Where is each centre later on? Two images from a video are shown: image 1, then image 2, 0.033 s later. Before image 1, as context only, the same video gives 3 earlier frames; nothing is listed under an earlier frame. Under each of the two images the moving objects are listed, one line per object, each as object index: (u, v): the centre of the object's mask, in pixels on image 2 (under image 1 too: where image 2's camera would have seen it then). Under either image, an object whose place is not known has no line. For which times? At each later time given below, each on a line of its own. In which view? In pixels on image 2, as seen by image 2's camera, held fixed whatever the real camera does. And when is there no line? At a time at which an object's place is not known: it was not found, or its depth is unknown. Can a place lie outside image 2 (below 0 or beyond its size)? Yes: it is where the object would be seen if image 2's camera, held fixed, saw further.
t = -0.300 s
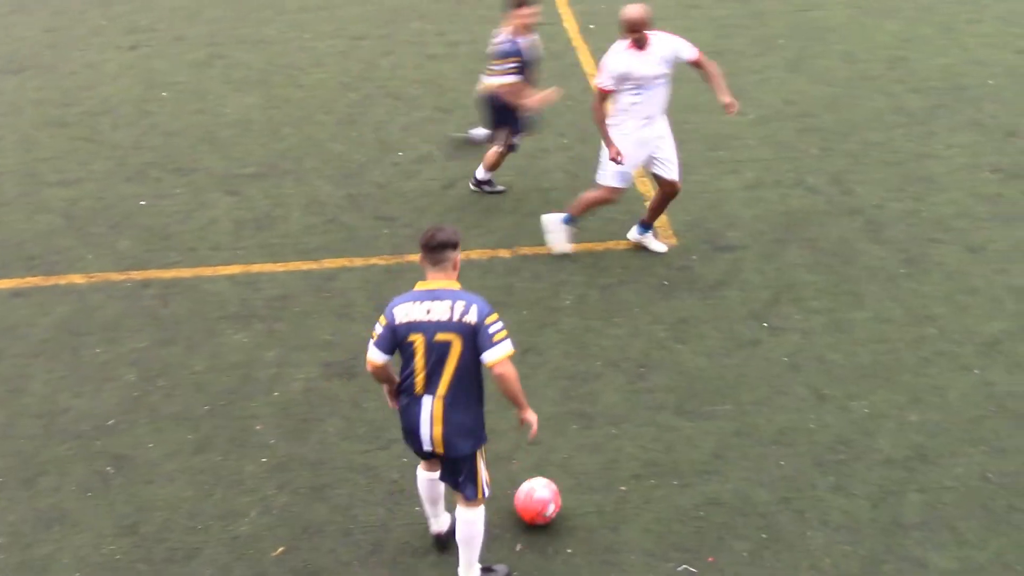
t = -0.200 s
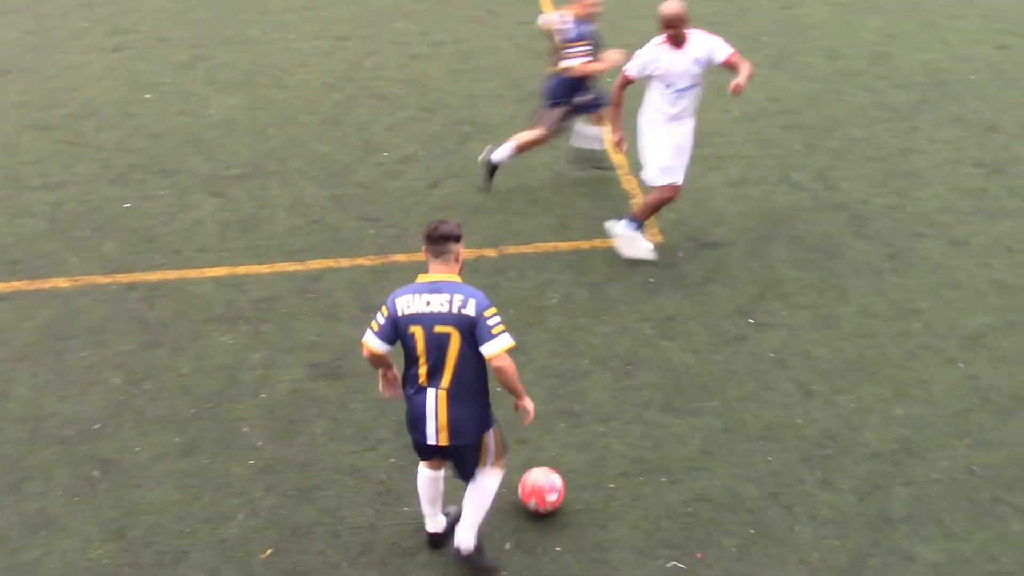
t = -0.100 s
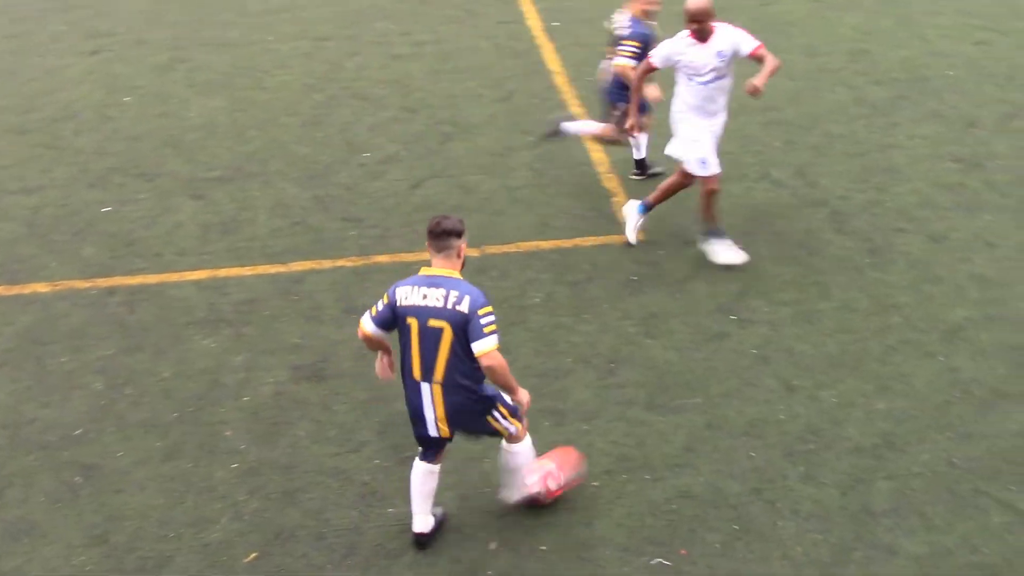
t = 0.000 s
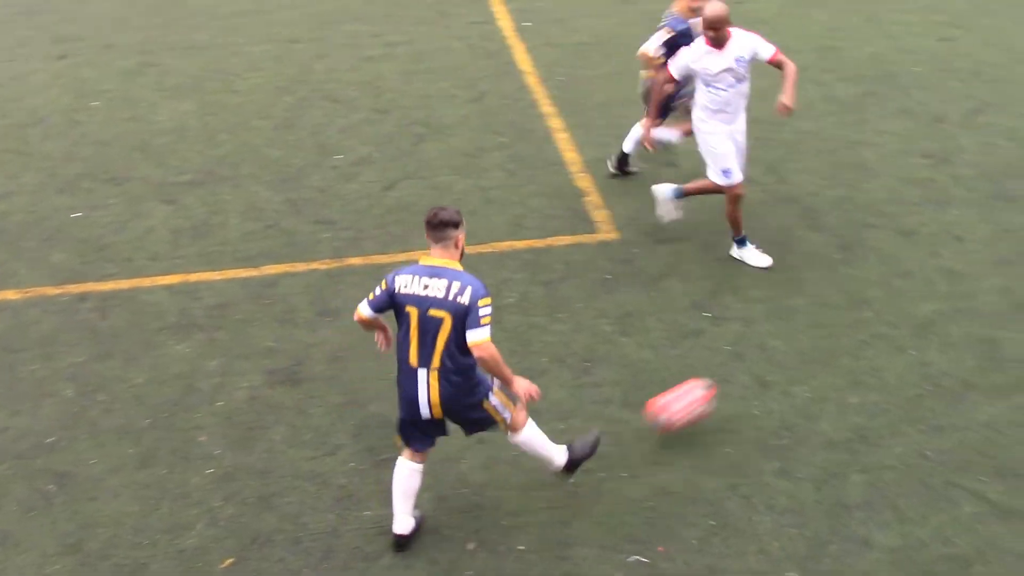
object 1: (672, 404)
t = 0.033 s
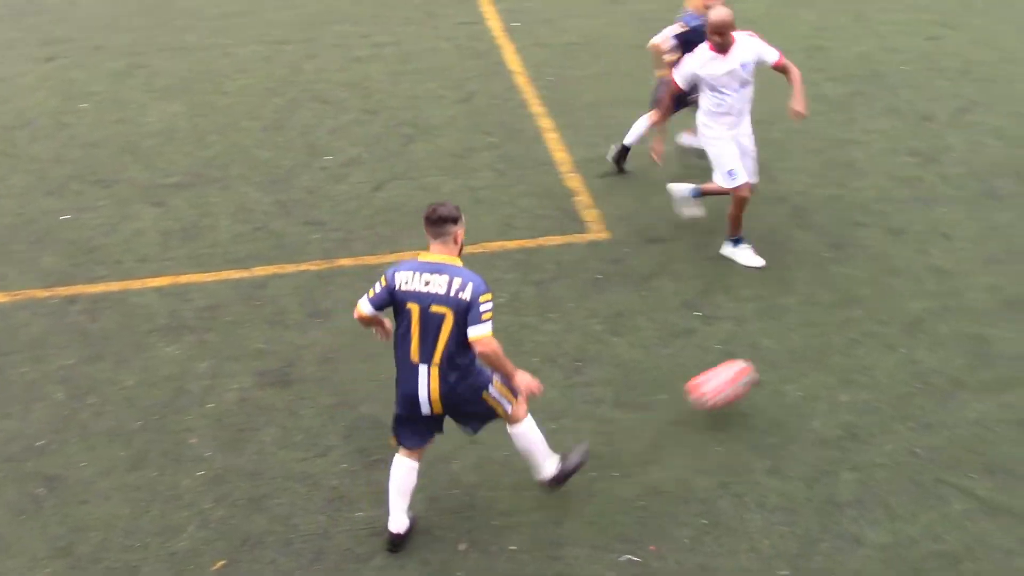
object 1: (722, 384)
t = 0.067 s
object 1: (768, 368)
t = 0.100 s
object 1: (810, 354)
